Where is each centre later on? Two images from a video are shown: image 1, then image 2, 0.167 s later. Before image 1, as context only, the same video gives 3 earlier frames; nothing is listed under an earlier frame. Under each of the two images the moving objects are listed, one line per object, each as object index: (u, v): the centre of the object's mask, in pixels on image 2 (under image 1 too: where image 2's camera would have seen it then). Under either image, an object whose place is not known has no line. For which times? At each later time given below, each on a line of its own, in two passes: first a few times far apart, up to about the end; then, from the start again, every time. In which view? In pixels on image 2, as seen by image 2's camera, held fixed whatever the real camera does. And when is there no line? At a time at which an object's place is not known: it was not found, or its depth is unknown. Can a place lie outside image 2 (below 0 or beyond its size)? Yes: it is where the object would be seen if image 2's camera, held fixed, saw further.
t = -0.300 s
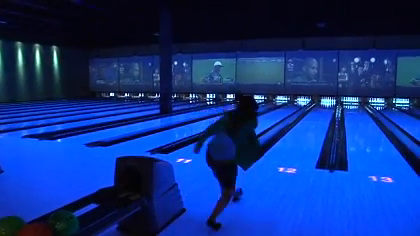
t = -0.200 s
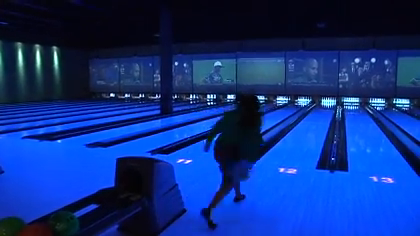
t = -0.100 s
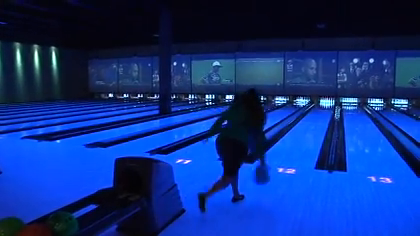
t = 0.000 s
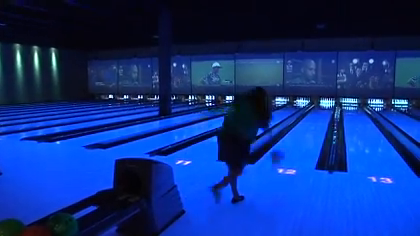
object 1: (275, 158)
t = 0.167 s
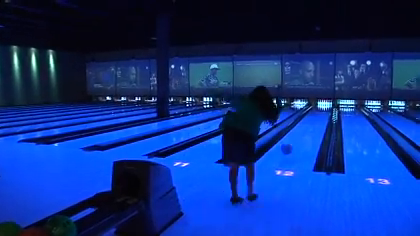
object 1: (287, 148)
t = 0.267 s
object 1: (291, 148)
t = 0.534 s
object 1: (302, 134)
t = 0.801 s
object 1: (307, 125)
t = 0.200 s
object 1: (288, 149)
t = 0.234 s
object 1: (290, 150)
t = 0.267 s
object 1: (291, 148)
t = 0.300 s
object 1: (293, 146)
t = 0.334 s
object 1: (295, 143)
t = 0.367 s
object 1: (296, 141)
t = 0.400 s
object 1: (297, 140)
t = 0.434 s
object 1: (298, 138)
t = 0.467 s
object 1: (299, 137)
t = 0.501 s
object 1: (300, 135)
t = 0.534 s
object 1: (302, 134)
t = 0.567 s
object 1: (302, 133)
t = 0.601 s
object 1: (303, 132)
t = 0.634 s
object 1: (304, 130)
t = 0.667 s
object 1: (305, 129)
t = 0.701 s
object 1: (305, 128)
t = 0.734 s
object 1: (306, 127)
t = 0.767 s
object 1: (307, 126)
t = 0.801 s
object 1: (307, 125)
